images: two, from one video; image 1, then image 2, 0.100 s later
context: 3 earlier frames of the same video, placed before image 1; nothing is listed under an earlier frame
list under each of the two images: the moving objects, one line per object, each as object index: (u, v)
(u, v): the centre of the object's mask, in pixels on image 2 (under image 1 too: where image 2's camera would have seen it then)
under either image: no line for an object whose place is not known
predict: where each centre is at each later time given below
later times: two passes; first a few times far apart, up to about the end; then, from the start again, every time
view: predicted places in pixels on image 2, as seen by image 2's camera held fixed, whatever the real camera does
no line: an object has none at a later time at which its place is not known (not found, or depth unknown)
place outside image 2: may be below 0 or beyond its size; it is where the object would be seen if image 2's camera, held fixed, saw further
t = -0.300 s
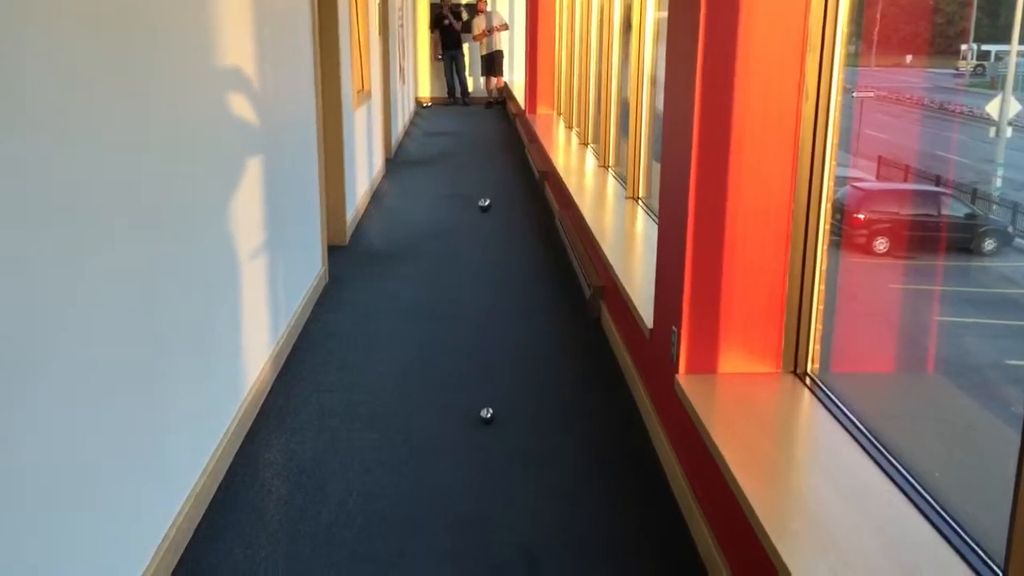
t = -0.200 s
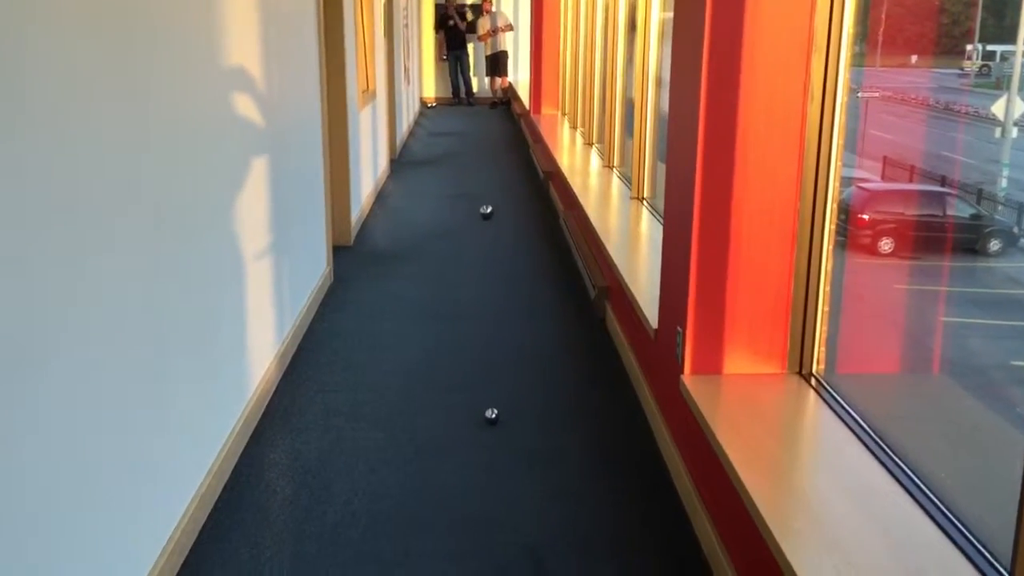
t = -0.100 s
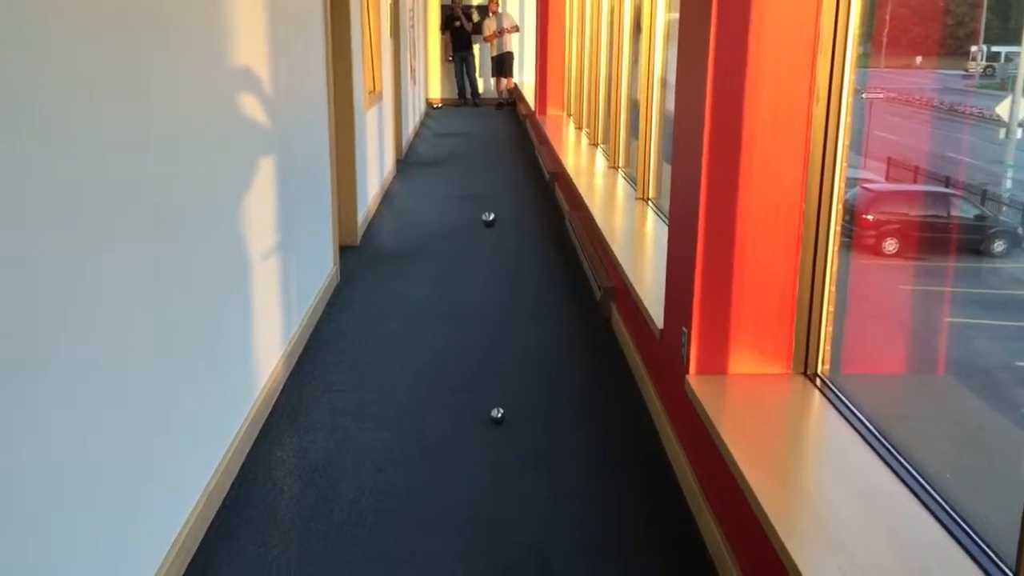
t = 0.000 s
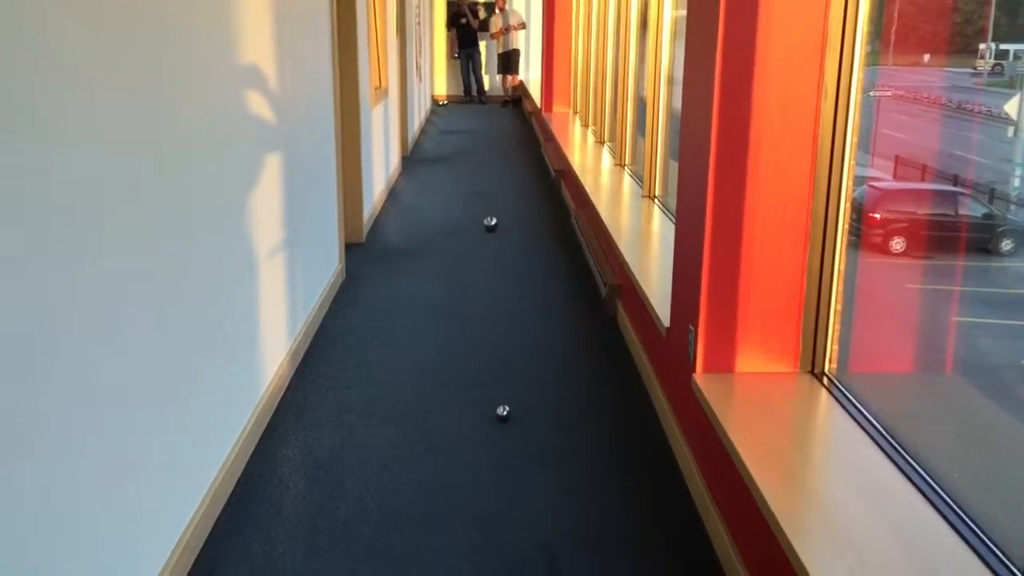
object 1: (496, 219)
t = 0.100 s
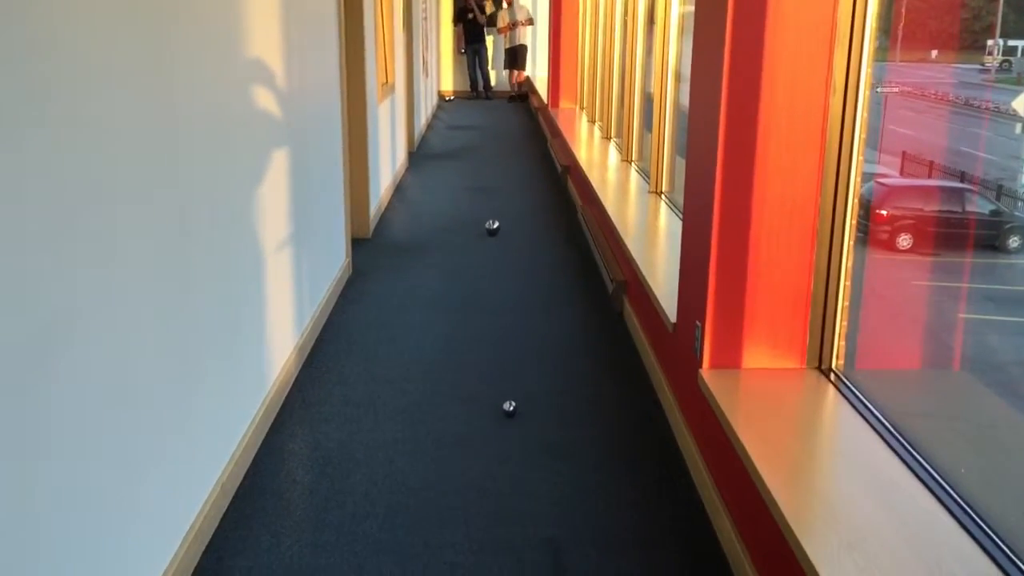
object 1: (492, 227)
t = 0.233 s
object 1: (485, 239)
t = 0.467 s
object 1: (470, 260)
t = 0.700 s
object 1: (449, 284)
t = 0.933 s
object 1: (422, 311)
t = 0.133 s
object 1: (490, 230)
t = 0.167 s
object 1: (489, 233)
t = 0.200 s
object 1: (487, 236)
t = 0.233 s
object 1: (485, 239)
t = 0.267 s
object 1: (483, 241)
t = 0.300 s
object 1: (481, 244)
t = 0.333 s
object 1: (479, 247)
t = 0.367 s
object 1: (477, 251)
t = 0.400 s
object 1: (475, 254)
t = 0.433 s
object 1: (472, 257)
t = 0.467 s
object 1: (470, 260)
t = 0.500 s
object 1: (467, 263)
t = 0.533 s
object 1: (465, 266)
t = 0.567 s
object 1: (461, 270)
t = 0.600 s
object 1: (459, 273)
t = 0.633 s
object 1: (456, 277)
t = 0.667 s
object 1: (453, 280)
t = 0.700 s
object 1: (449, 284)
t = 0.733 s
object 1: (446, 287)
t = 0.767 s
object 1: (442, 291)
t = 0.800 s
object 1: (439, 295)
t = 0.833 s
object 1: (435, 298)
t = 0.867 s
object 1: (431, 303)
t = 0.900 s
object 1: (427, 306)
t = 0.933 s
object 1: (422, 311)
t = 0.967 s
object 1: (418, 316)
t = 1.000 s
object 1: (413, 319)
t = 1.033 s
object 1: (408, 324)
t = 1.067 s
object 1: (404, 328)
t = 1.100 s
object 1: (399, 332)
